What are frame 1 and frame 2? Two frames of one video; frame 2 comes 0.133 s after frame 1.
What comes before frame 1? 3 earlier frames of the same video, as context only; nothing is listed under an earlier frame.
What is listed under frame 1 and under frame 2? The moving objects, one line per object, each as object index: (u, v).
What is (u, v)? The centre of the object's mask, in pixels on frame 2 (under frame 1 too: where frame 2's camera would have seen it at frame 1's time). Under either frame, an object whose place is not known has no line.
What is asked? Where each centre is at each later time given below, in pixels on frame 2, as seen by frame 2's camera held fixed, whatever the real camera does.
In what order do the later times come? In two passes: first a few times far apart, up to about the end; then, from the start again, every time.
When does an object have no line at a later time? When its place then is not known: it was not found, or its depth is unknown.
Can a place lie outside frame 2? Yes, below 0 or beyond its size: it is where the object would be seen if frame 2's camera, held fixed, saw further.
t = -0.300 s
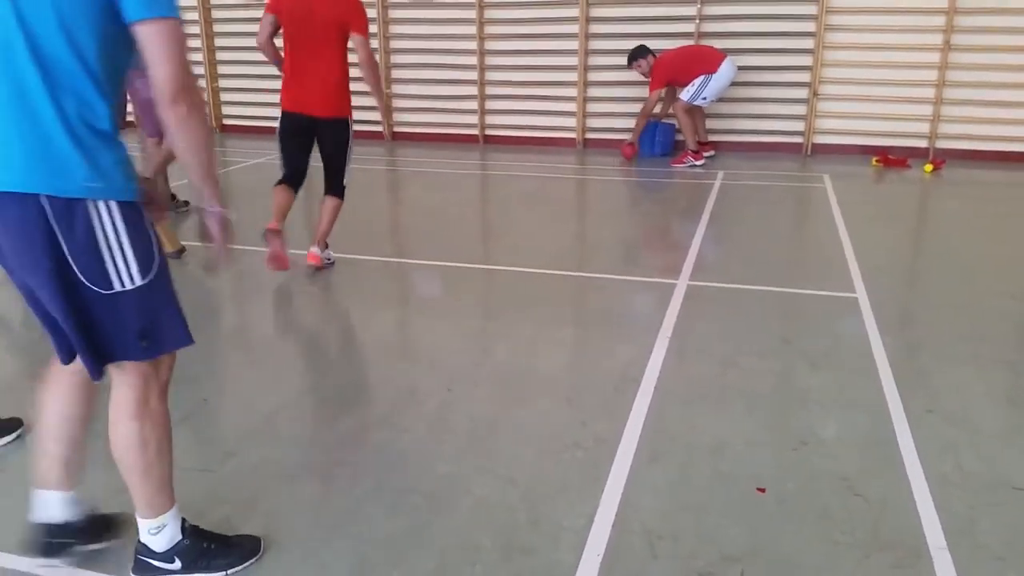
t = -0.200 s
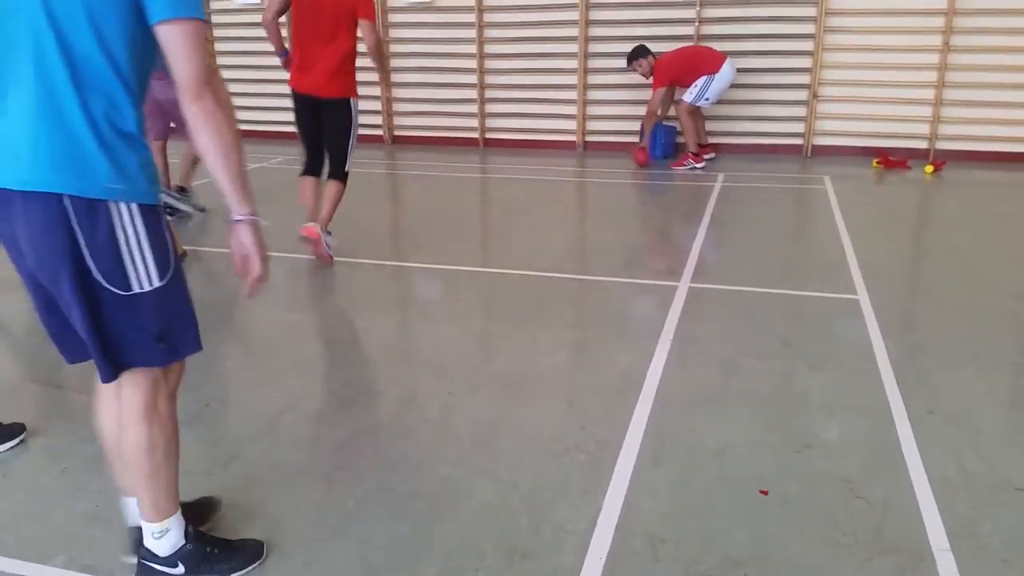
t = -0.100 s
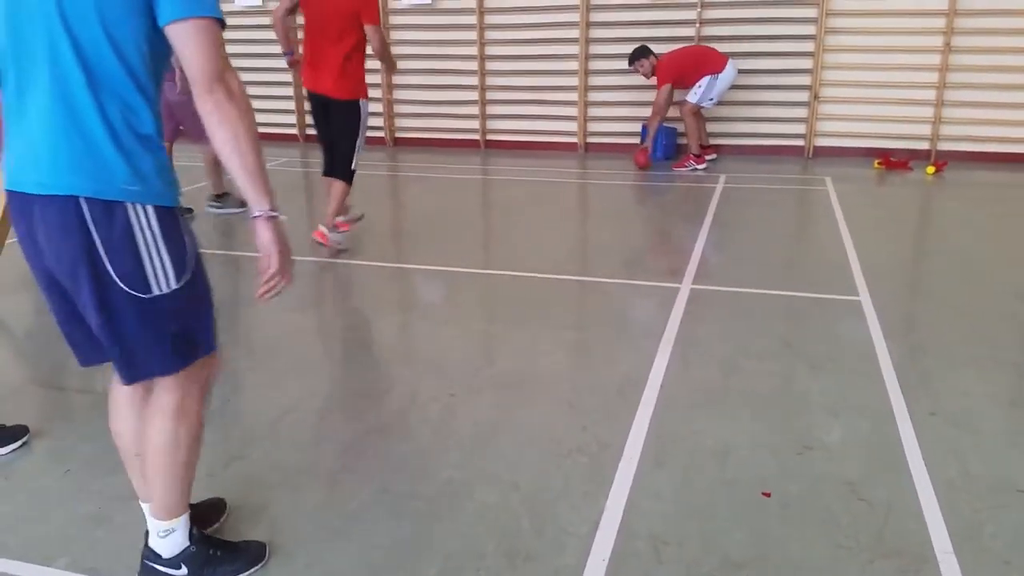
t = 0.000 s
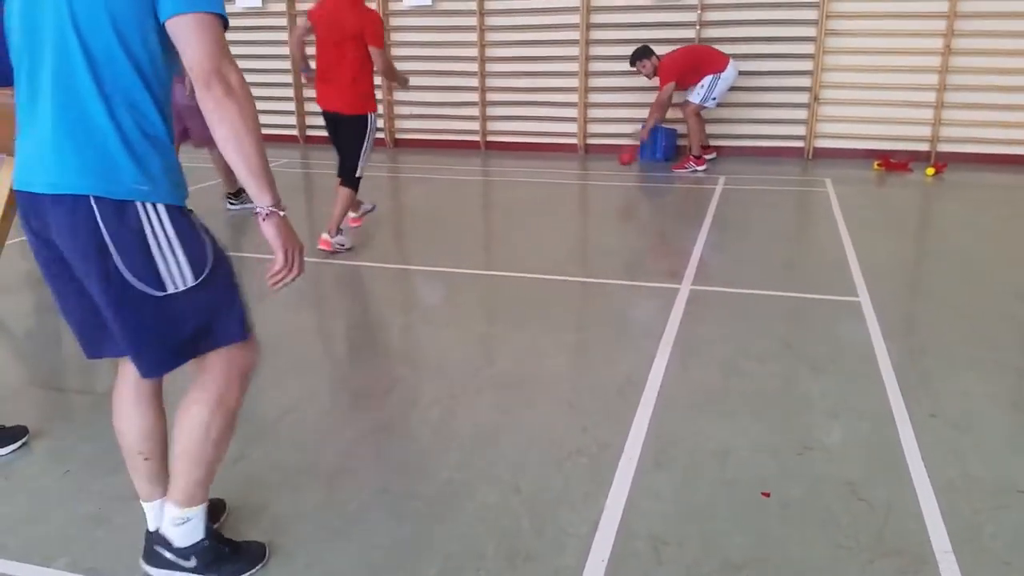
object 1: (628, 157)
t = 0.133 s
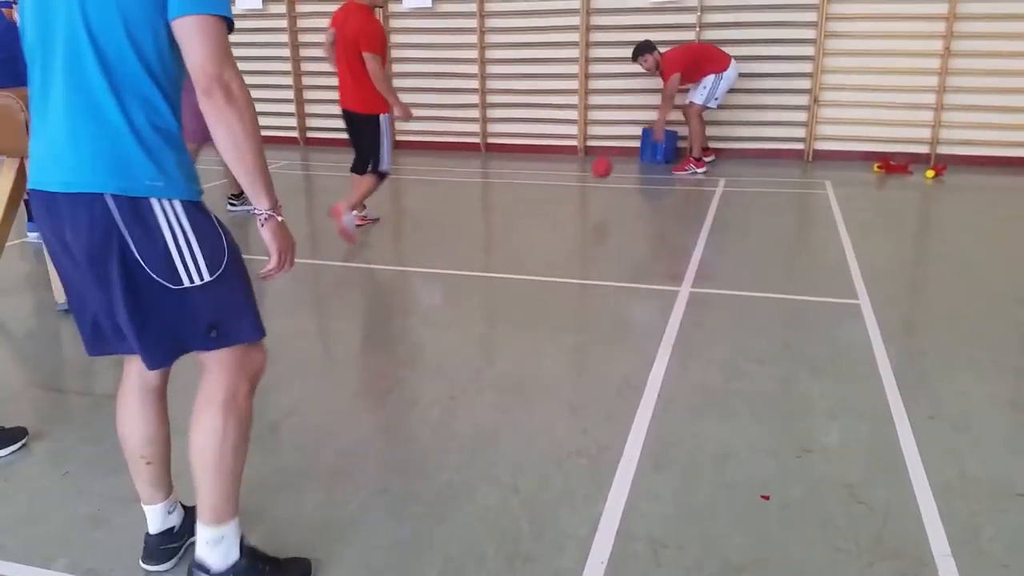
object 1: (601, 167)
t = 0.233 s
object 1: (579, 193)
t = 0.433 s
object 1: (548, 209)
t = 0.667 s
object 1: (511, 239)
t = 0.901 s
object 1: (466, 273)
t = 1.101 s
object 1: (421, 300)
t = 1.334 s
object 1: (356, 343)
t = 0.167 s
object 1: (594, 173)
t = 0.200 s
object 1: (586, 184)
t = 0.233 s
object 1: (579, 193)
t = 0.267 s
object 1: (571, 208)
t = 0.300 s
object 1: (566, 209)
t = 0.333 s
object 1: (561, 207)
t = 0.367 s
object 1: (557, 206)
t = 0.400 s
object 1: (553, 206)
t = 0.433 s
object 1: (548, 209)
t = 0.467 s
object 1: (543, 213)
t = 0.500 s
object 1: (538, 220)
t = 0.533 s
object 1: (532, 229)
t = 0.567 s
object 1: (528, 236)
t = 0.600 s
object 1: (523, 235)
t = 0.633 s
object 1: (517, 236)
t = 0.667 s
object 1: (511, 239)
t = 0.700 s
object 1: (505, 245)
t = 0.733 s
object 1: (499, 253)
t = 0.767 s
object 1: (493, 255)
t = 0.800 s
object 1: (487, 258)
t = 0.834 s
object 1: (480, 263)
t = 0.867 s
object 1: (473, 270)
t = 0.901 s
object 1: (466, 273)
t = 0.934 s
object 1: (460, 275)
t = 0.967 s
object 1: (453, 279)
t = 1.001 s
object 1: (444, 286)
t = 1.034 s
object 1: (436, 293)
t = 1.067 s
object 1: (429, 295)
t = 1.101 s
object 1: (421, 300)
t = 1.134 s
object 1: (413, 308)
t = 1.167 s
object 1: (405, 313)
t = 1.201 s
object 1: (396, 320)
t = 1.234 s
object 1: (386, 325)
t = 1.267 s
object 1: (376, 331)
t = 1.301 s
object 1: (366, 338)
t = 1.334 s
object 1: (356, 343)
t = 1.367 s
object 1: (344, 350)
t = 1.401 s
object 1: (333, 360)
